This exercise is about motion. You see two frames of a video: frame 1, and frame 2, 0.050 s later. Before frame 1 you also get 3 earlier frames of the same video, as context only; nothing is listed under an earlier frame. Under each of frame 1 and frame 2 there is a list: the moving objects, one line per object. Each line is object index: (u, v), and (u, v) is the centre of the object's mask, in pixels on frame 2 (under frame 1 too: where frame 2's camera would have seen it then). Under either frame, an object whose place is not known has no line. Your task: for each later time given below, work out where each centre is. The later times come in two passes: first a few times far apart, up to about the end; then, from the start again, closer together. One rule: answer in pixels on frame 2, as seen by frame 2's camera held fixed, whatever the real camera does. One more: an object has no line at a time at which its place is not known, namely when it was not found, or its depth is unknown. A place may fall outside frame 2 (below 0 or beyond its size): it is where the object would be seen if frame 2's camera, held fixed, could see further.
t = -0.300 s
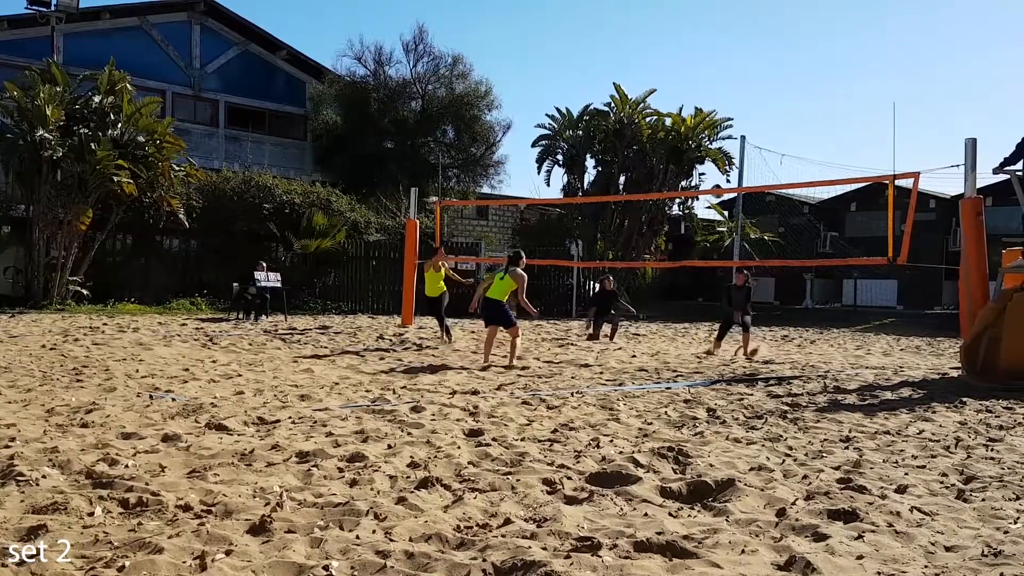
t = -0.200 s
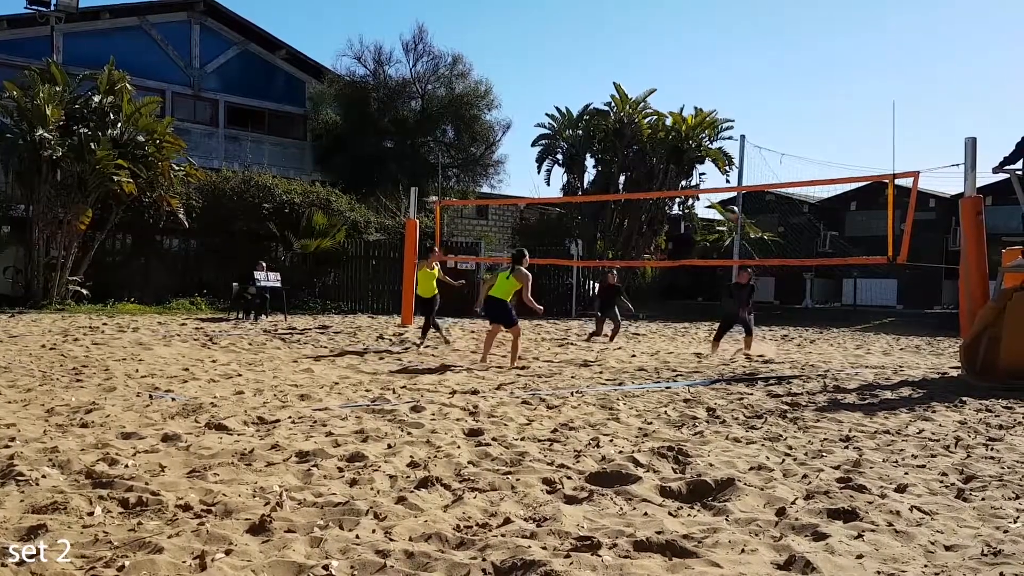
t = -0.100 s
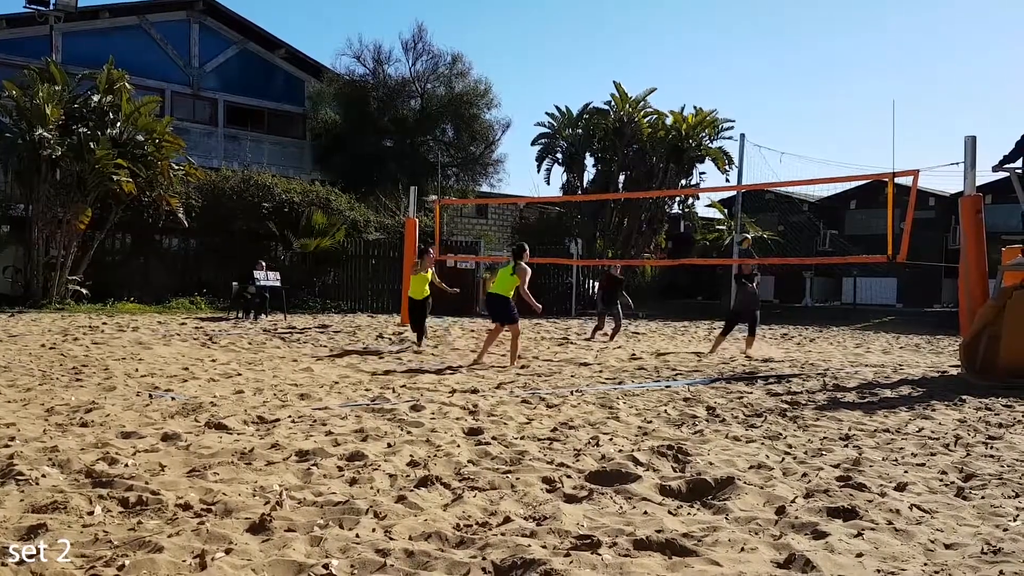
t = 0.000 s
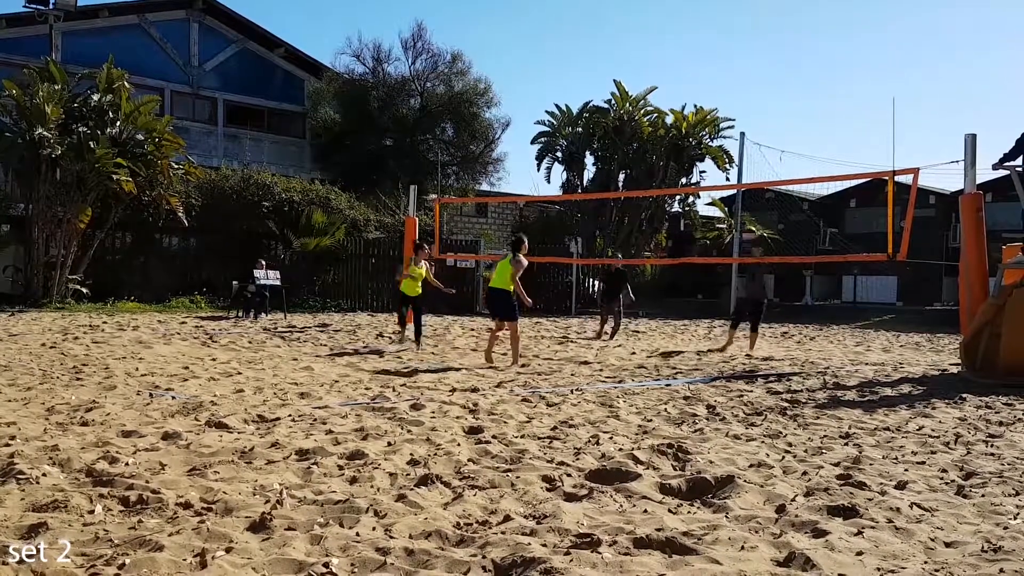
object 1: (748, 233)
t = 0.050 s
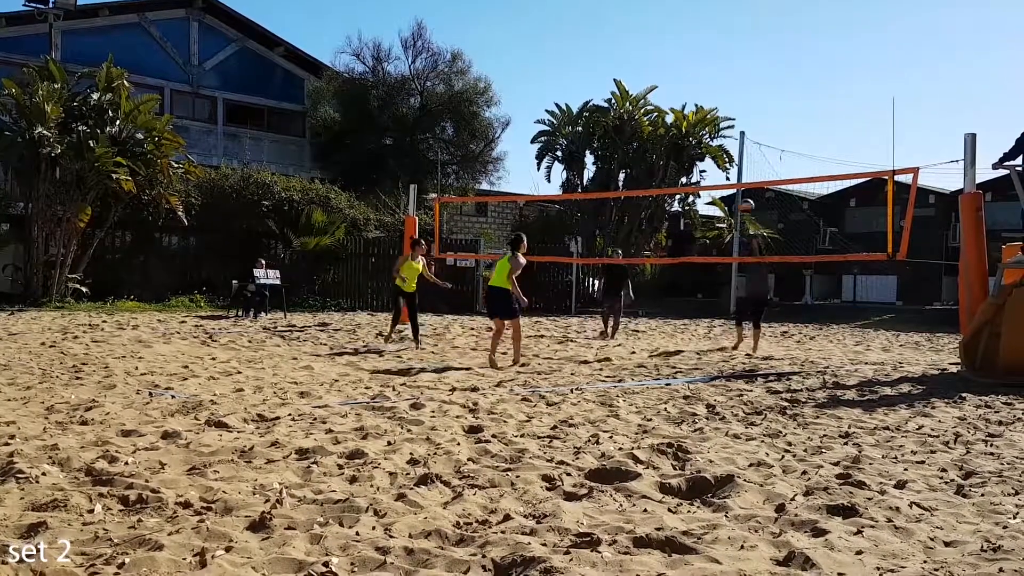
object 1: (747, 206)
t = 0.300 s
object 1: (733, 100)
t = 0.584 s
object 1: (718, 35)
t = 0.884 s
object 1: (701, 26)
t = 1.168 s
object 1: (683, 68)
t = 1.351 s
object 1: (673, 117)
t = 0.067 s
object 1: (746, 200)
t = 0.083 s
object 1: (746, 192)
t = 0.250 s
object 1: (736, 118)
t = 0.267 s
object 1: (735, 112)
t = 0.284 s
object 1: (734, 106)
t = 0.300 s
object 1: (733, 100)
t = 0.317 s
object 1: (732, 95)
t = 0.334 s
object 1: (732, 90)
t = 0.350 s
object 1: (730, 85)
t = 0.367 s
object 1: (730, 80)
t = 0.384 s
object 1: (729, 75)
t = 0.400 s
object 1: (728, 71)
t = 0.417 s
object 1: (727, 66)
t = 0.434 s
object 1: (726, 63)
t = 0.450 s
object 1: (725, 59)
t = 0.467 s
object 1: (724, 55)
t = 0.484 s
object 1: (723, 52)
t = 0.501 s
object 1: (722, 49)
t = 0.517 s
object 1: (721, 46)
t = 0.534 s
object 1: (720, 43)
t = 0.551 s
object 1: (719, 40)
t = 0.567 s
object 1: (719, 38)
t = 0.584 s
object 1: (718, 35)
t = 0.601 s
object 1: (717, 34)
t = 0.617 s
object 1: (716, 32)
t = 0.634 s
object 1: (715, 30)
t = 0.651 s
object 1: (714, 28)
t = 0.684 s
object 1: (713, 27)
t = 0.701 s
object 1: (712, 26)
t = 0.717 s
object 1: (711, 25)
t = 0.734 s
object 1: (710, 24)
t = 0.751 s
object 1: (709, 24)
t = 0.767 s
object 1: (708, 23)
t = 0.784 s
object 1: (707, 23)
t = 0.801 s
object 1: (706, 23)
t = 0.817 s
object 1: (705, 23)
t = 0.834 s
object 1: (704, 23)
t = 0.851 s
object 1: (703, 24)
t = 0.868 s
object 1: (702, 25)
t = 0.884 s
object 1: (701, 26)
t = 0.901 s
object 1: (700, 27)
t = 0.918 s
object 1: (699, 28)
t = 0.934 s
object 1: (698, 29)
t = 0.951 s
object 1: (697, 31)
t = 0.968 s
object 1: (696, 33)
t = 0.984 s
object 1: (695, 35)
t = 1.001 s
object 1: (694, 37)
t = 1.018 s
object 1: (693, 39)
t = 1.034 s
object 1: (691, 42)
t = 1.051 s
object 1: (690, 45)
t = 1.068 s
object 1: (689, 47)
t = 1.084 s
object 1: (688, 50)
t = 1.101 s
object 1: (687, 54)
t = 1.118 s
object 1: (686, 57)
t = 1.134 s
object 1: (685, 60)
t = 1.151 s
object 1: (684, 64)
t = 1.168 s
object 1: (683, 68)
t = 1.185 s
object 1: (682, 71)
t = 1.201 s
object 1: (681, 75)
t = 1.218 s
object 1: (680, 80)
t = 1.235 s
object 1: (679, 84)
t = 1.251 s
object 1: (678, 89)
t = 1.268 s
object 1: (677, 93)
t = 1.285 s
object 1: (676, 98)
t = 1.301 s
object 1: (675, 102)
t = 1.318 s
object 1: (674, 107)
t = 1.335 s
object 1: (673, 112)
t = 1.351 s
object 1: (673, 117)
